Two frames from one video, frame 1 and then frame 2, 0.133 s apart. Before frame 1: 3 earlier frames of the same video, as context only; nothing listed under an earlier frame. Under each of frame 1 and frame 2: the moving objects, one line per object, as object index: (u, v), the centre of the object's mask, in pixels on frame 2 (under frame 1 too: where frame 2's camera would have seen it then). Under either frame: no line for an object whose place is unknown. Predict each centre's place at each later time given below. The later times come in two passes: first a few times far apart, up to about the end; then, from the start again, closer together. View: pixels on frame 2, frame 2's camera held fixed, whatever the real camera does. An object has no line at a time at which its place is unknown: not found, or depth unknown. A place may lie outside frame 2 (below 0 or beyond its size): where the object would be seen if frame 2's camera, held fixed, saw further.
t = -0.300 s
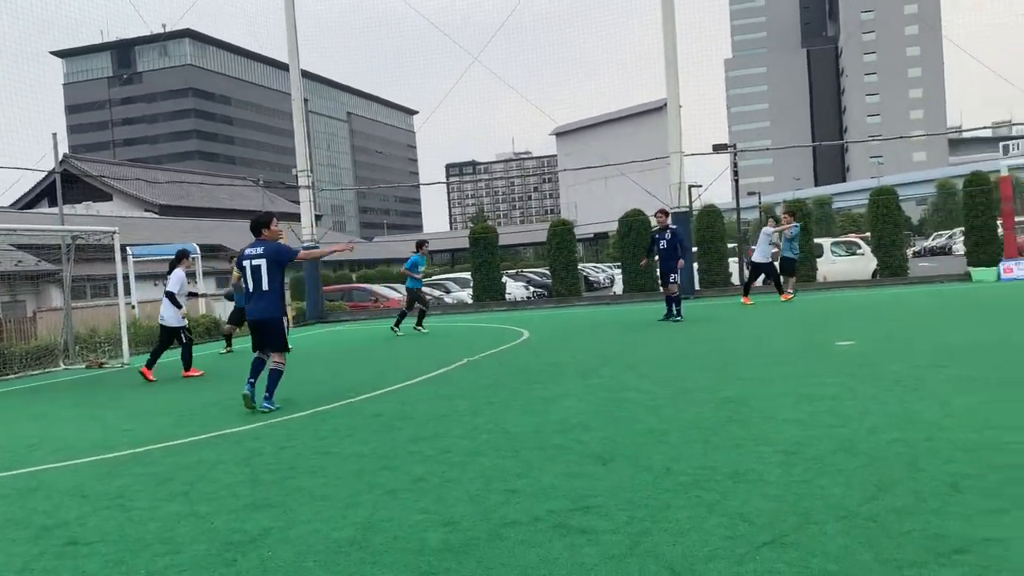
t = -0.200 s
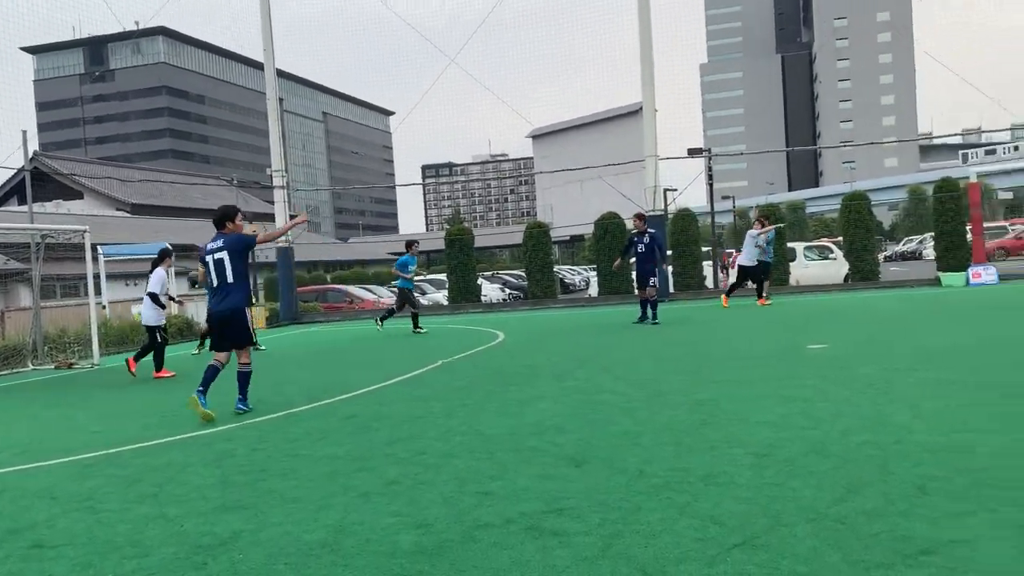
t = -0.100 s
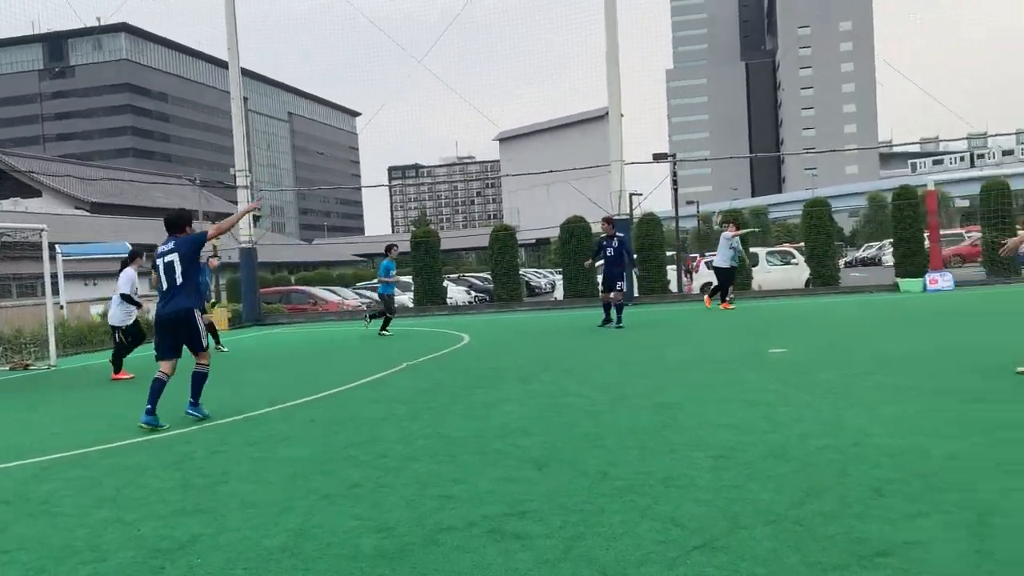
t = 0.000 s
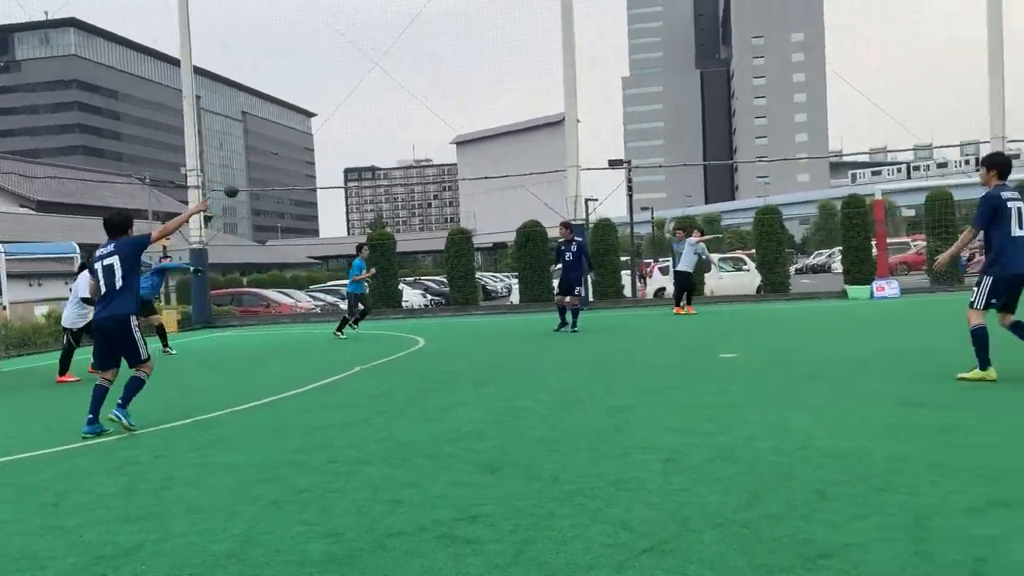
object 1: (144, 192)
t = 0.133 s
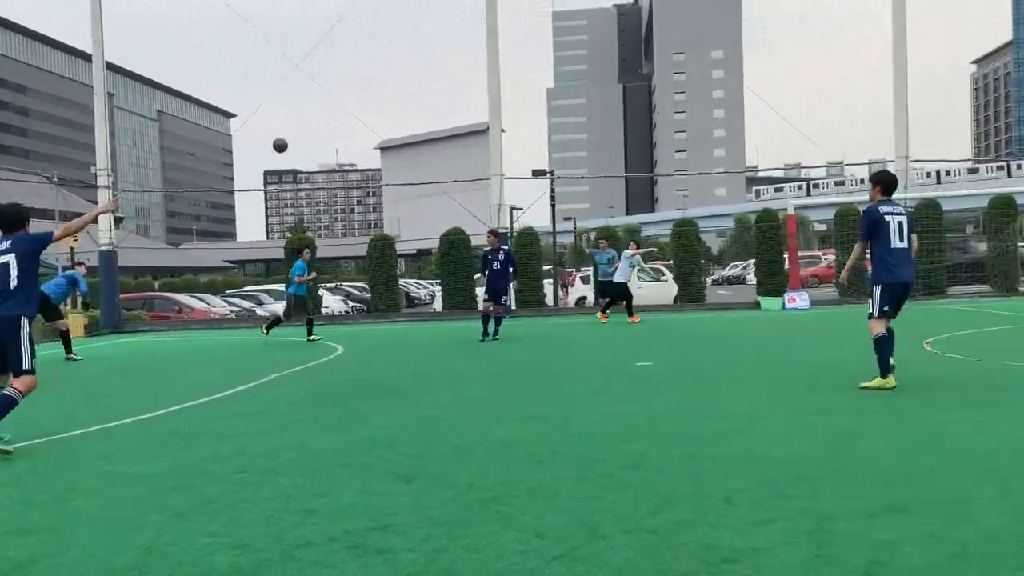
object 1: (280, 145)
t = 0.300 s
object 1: (450, 103)
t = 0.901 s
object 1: (1088, 112)
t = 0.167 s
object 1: (314, 135)
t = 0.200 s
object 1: (348, 126)
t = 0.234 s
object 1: (381, 118)
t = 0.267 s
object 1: (416, 110)
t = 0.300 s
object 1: (450, 103)
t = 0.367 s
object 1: (519, 91)
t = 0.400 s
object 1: (553, 87)
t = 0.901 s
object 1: (1088, 112)
